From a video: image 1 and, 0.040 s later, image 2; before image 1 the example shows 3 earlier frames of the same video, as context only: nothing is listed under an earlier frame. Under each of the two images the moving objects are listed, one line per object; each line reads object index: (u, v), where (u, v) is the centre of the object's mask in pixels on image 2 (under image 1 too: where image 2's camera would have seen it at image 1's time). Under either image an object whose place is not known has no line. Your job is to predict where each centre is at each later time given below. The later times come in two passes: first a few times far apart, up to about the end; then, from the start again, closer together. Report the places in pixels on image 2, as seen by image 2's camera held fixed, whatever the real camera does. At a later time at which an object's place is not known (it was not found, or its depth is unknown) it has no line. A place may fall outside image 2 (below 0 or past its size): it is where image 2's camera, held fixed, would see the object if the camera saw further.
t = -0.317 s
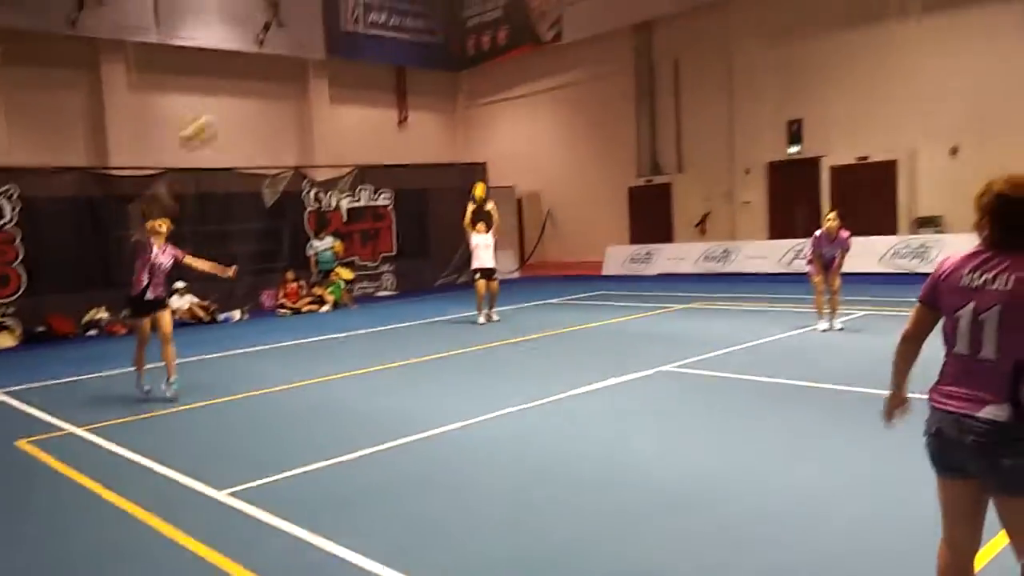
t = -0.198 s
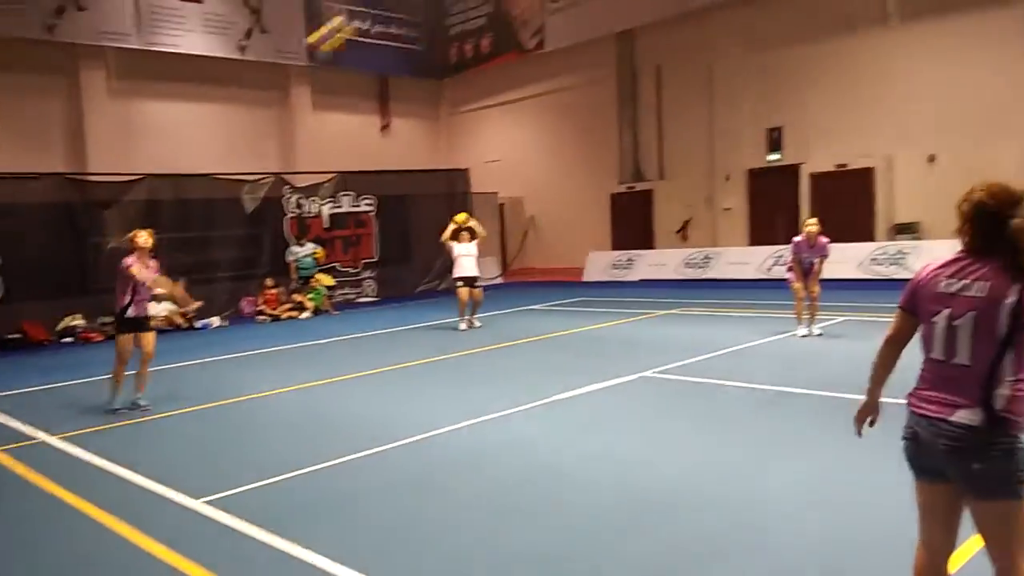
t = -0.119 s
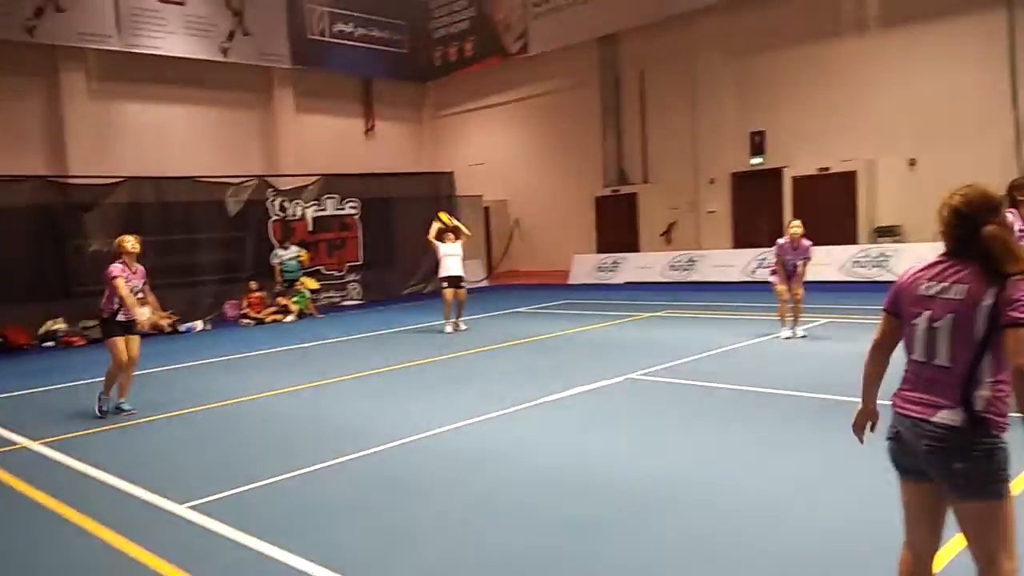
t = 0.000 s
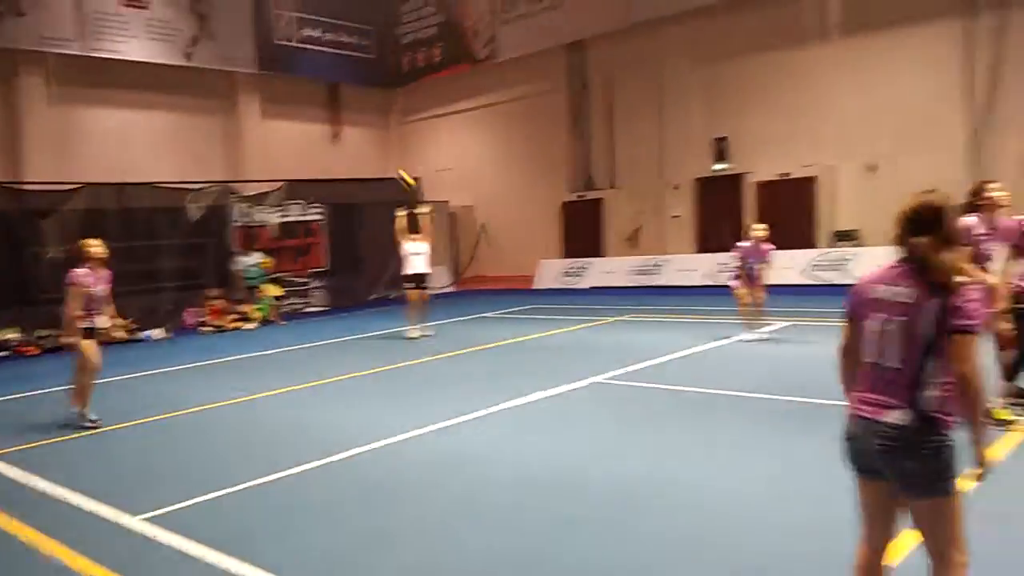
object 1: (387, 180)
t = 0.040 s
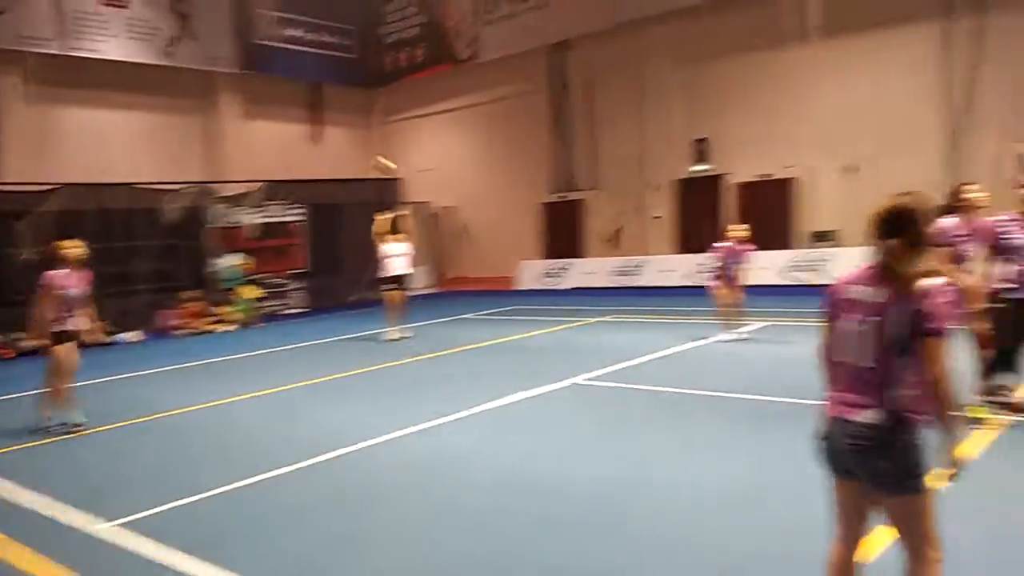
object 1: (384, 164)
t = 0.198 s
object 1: (381, 114)
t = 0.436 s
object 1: (378, 75)
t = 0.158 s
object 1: (382, 126)
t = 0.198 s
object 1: (381, 114)
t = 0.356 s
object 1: (376, 83)
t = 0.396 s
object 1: (374, 78)
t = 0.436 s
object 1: (378, 75)
